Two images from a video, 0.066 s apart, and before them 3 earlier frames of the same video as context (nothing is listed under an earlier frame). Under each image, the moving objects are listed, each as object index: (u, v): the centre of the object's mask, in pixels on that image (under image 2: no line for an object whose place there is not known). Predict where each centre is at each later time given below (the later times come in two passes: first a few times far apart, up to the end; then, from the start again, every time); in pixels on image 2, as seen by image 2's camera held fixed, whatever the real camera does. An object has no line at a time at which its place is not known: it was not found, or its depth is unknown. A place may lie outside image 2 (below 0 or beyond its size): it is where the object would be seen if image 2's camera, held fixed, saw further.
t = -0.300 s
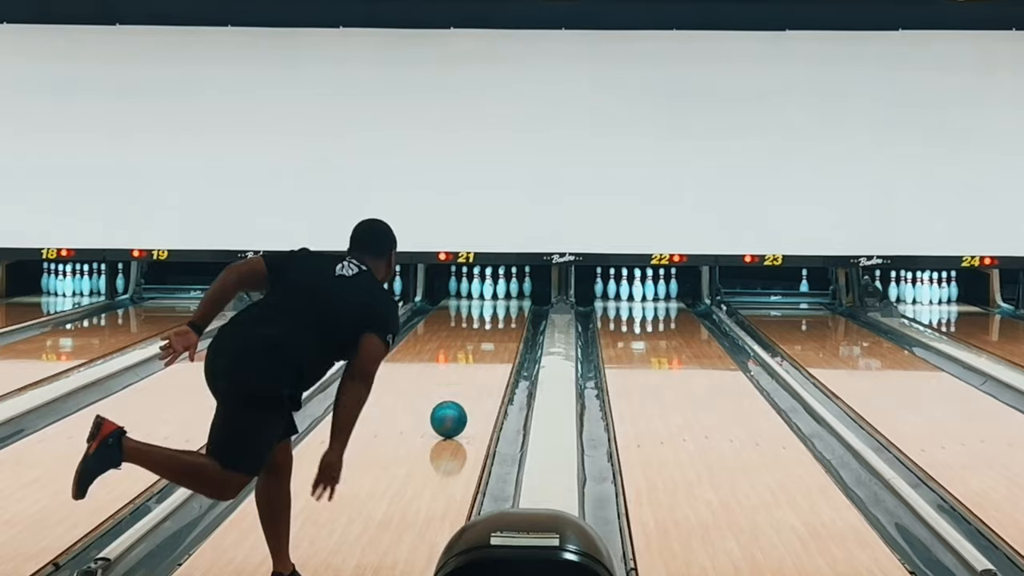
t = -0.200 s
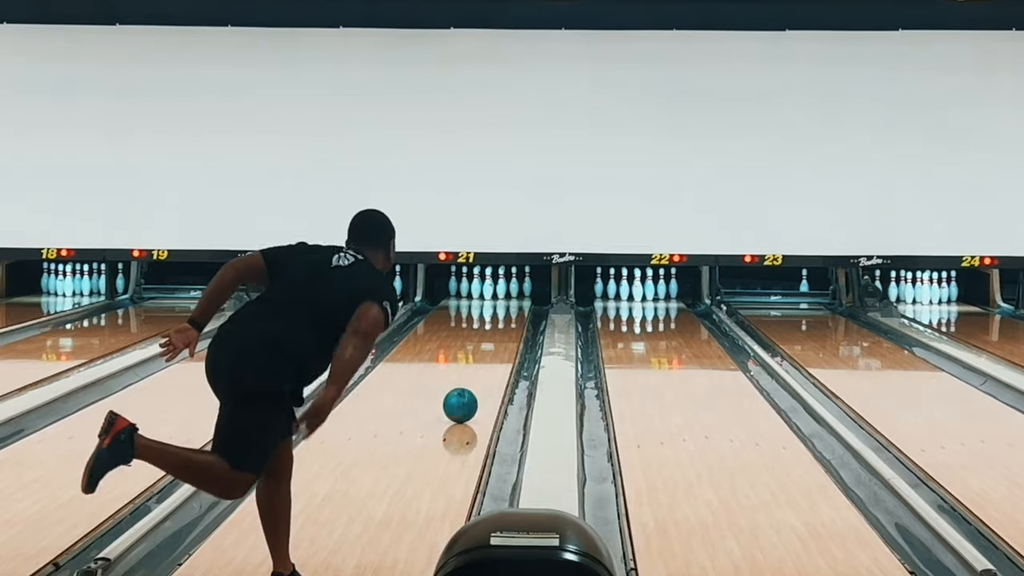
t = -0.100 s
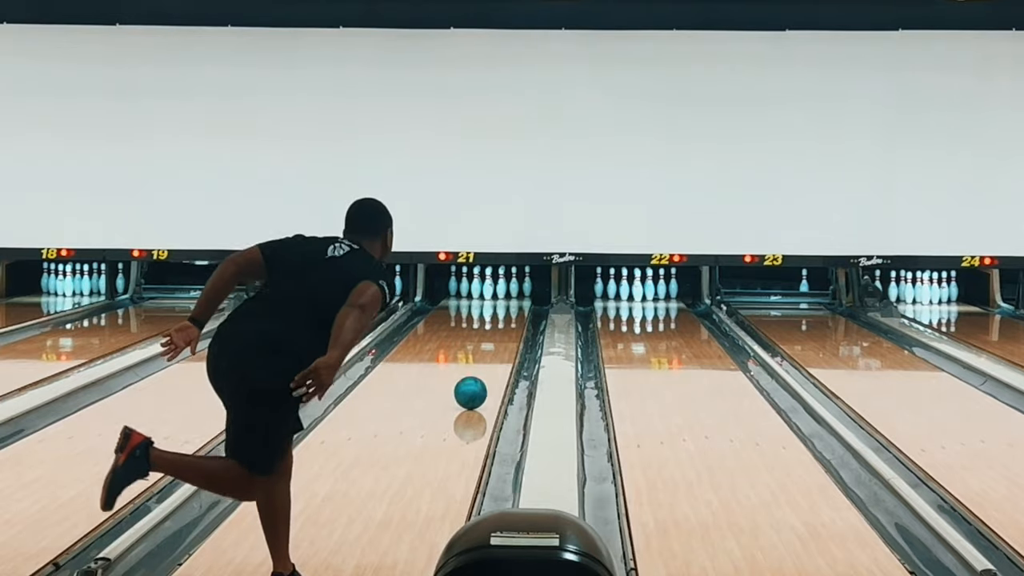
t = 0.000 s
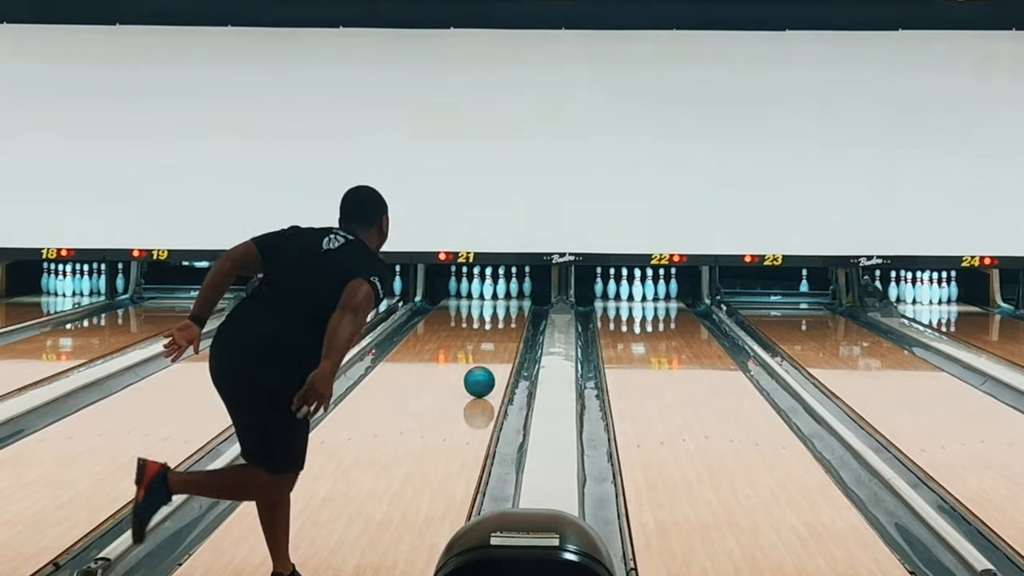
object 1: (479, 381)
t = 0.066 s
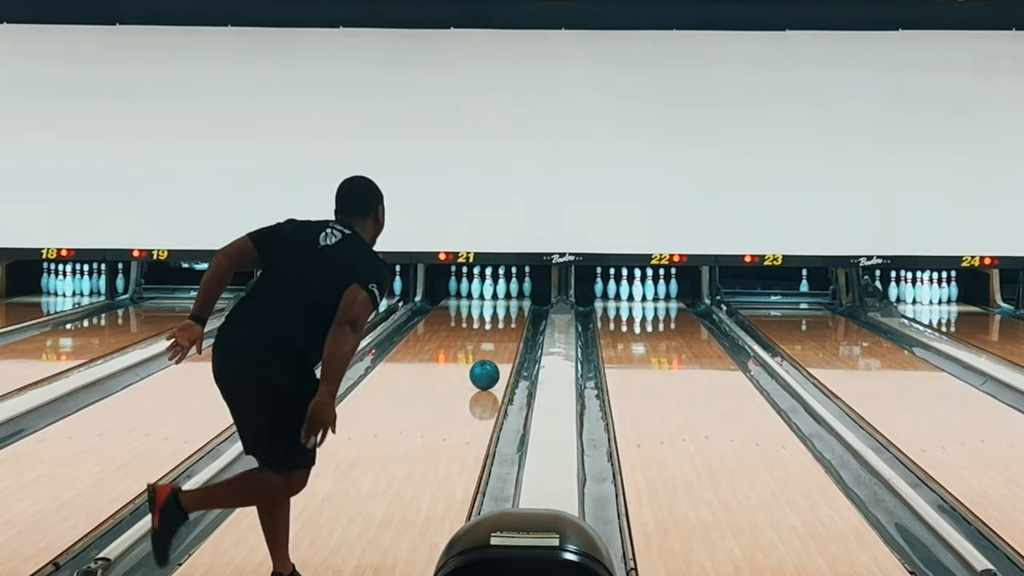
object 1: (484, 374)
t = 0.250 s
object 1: (496, 358)
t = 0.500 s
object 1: (508, 339)
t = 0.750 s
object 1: (514, 324)
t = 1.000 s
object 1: (514, 313)
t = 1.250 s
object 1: (508, 302)
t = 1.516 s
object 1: (498, 293)
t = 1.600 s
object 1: (495, 291)
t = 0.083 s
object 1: (486, 373)
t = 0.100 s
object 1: (487, 371)
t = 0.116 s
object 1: (488, 369)
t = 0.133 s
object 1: (489, 368)
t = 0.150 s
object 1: (490, 366)
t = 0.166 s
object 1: (491, 365)
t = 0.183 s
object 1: (492, 364)
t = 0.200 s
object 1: (493, 362)
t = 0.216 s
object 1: (494, 361)
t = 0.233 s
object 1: (495, 359)
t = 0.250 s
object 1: (496, 358)
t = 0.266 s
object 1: (497, 357)
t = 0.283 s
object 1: (498, 355)
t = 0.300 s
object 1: (499, 354)
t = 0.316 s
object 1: (500, 353)
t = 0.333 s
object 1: (501, 351)
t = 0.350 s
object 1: (501, 350)
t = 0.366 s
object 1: (503, 349)
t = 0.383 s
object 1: (504, 348)
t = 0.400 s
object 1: (504, 346)
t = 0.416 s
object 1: (505, 345)
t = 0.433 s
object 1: (506, 344)
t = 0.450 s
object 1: (506, 343)
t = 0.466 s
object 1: (507, 342)
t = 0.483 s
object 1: (508, 340)
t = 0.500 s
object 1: (508, 339)
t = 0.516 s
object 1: (509, 338)
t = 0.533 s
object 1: (510, 337)
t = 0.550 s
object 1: (510, 336)
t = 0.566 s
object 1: (511, 335)
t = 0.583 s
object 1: (511, 334)
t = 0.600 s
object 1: (511, 333)
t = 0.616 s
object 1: (512, 332)
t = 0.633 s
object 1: (512, 331)
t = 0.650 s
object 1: (512, 330)
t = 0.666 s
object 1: (513, 329)
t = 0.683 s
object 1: (513, 328)
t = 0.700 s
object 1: (513, 327)
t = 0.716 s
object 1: (513, 326)
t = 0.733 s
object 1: (513, 325)
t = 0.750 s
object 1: (514, 324)
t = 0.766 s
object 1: (514, 323)
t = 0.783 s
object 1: (514, 322)
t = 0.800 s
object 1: (514, 322)
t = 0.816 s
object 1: (514, 321)
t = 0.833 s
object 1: (514, 320)
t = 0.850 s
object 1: (514, 319)
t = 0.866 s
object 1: (515, 319)
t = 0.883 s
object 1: (515, 318)
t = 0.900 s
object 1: (515, 317)
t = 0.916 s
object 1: (515, 316)
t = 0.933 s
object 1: (514, 316)
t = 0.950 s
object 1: (514, 315)
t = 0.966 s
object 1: (514, 314)
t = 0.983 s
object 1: (514, 314)
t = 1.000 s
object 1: (514, 313)
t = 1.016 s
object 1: (514, 312)
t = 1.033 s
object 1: (514, 312)
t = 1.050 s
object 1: (514, 311)
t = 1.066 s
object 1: (513, 310)
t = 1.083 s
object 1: (513, 310)
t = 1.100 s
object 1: (513, 309)
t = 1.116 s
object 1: (512, 308)
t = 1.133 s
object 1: (512, 307)
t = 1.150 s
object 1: (511, 306)
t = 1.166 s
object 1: (511, 306)
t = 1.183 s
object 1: (511, 305)
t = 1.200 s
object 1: (510, 304)
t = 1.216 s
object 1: (509, 303)
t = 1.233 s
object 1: (509, 303)
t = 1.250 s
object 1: (508, 302)
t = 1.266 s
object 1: (508, 302)
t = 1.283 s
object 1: (507, 301)
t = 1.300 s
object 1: (507, 300)
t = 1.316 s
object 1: (506, 300)
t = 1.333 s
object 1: (505, 299)
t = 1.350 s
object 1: (505, 298)
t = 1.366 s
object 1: (504, 298)
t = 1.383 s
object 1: (503, 297)
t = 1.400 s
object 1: (503, 297)
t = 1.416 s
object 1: (502, 297)
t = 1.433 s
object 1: (501, 297)
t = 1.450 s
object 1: (501, 297)
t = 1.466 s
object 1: (500, 296)
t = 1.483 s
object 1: (499, 294)
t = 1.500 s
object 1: (498, 294)
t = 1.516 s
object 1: (498, 293)
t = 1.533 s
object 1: (497, 293)
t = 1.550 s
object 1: (496, 292)
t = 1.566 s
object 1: (495, 292)
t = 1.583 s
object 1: (495, 291)
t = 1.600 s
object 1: (495, 291)
